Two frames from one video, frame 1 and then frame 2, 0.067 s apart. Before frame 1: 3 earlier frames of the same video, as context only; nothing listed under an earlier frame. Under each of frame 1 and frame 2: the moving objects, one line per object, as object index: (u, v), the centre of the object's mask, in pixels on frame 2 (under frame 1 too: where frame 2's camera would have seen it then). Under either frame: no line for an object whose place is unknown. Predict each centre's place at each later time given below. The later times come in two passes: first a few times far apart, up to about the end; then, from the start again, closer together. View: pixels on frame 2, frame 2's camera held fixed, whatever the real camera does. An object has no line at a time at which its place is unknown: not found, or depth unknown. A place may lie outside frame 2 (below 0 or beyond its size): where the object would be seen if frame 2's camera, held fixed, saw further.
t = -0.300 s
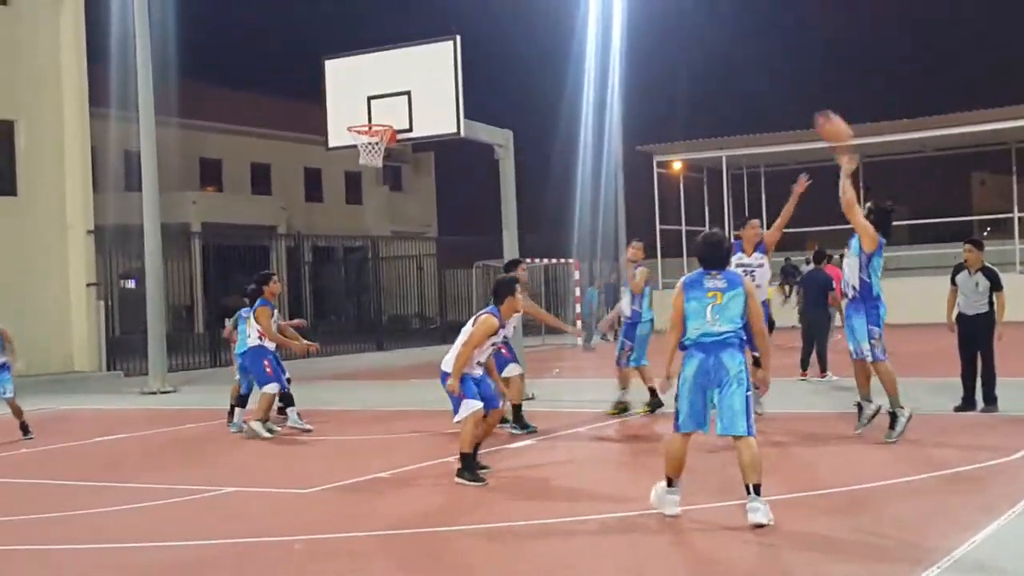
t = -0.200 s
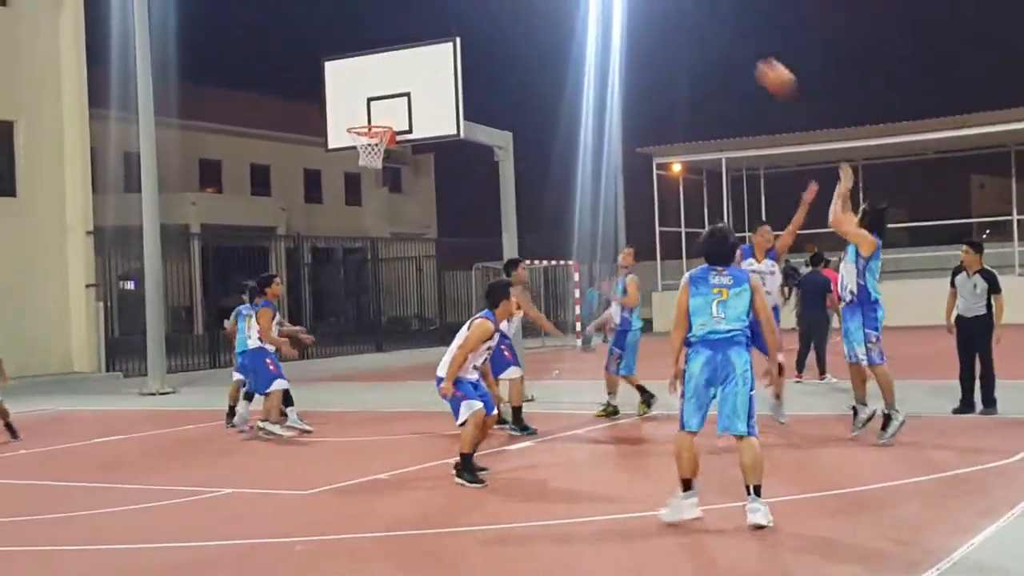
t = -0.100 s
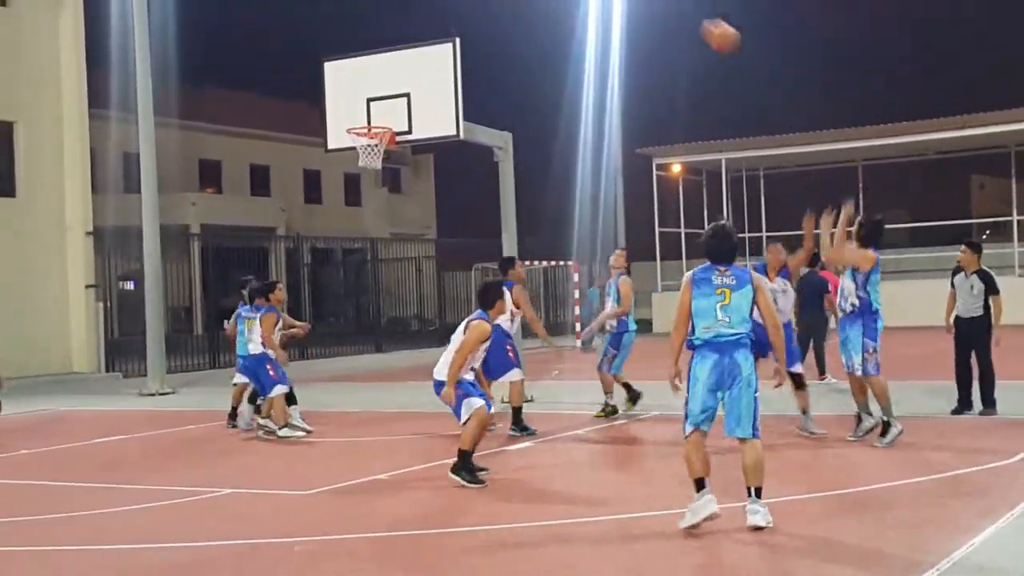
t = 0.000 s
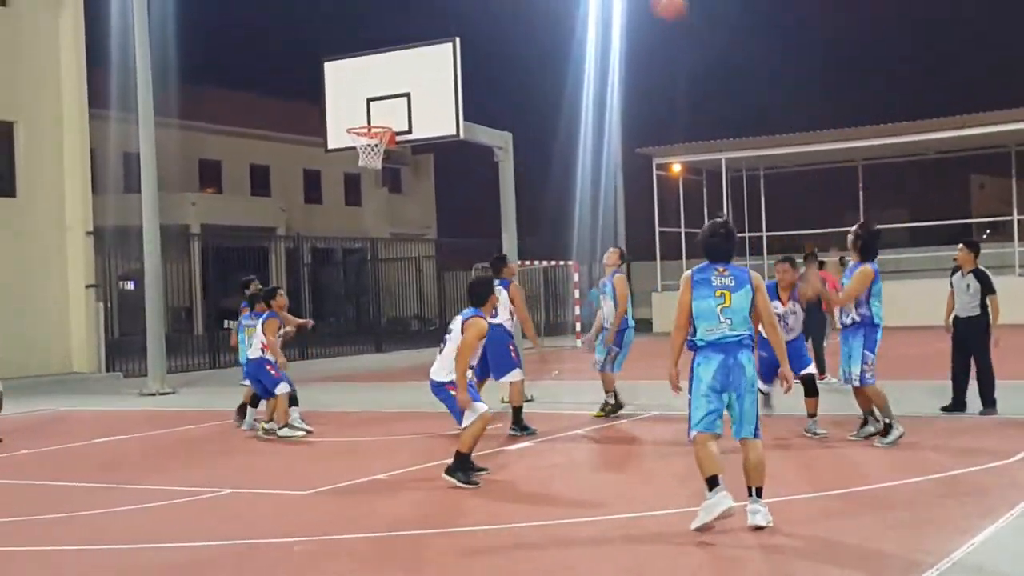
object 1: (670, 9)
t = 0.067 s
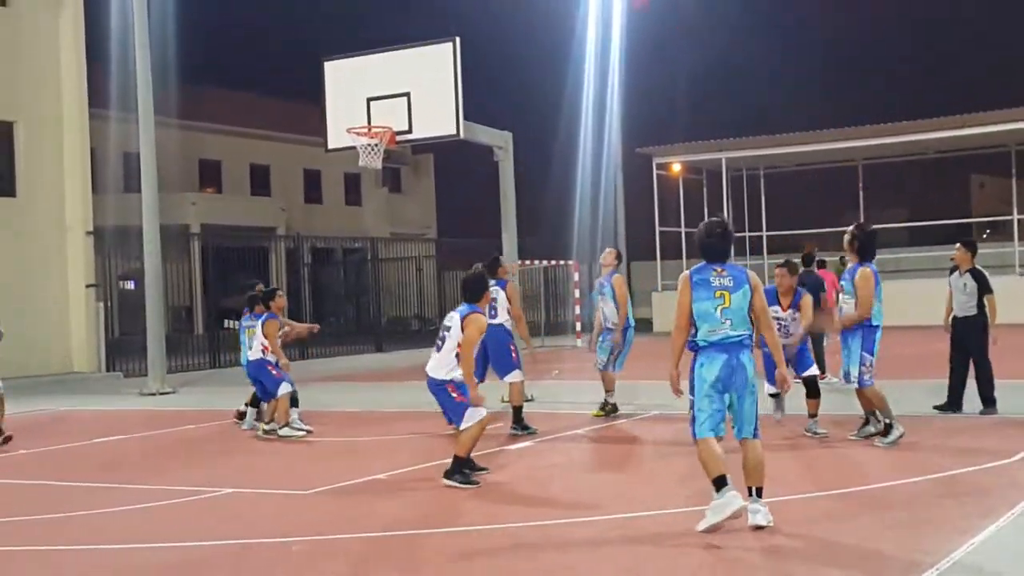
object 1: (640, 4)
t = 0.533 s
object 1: (432, 28)
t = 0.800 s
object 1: (345, 113)
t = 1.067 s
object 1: (325, 90)
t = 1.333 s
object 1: (297, 112)
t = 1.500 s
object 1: (285, 152)
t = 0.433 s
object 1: (469, 7)
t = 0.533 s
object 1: (432, 28)
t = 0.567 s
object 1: (419, 38)
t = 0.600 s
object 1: (406, 49)
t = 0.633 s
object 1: (394, 65)
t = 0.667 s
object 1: (382, 77)
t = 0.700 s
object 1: (370, 92)
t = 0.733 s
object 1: (358, 107)
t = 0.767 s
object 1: (348, 119)
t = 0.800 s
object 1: (345, 113)
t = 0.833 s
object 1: (343, 107)
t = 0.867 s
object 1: (340, 102)
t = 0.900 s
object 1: (337, 97)
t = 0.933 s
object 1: (335, 94)
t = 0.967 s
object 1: (332, 91)
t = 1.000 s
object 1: (329, 90)
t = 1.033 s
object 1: (327, 89)
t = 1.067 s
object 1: (325, 90)
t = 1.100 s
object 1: (323, 92)
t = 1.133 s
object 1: (320, 94)
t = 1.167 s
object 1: (317, 96)
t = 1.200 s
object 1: (312, 98)
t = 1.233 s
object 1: (308, 100)
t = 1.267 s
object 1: (303, 103)
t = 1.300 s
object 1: (298, 107)
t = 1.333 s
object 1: (297, 112)
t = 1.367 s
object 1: (295, 119)
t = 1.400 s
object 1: (292, 126)
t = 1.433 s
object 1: (291, 133)
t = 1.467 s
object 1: (289, 142)
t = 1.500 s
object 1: (285, 152)
